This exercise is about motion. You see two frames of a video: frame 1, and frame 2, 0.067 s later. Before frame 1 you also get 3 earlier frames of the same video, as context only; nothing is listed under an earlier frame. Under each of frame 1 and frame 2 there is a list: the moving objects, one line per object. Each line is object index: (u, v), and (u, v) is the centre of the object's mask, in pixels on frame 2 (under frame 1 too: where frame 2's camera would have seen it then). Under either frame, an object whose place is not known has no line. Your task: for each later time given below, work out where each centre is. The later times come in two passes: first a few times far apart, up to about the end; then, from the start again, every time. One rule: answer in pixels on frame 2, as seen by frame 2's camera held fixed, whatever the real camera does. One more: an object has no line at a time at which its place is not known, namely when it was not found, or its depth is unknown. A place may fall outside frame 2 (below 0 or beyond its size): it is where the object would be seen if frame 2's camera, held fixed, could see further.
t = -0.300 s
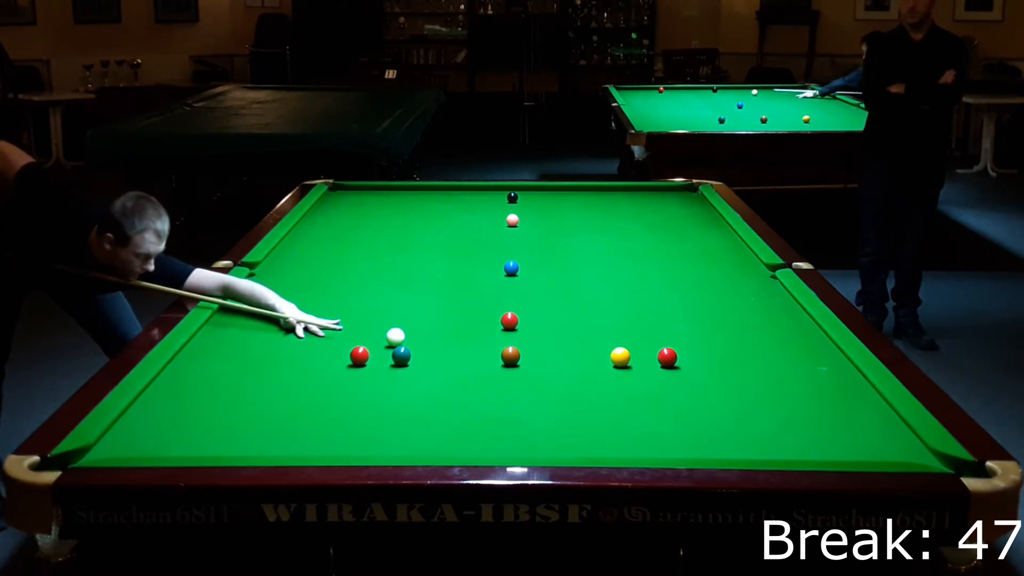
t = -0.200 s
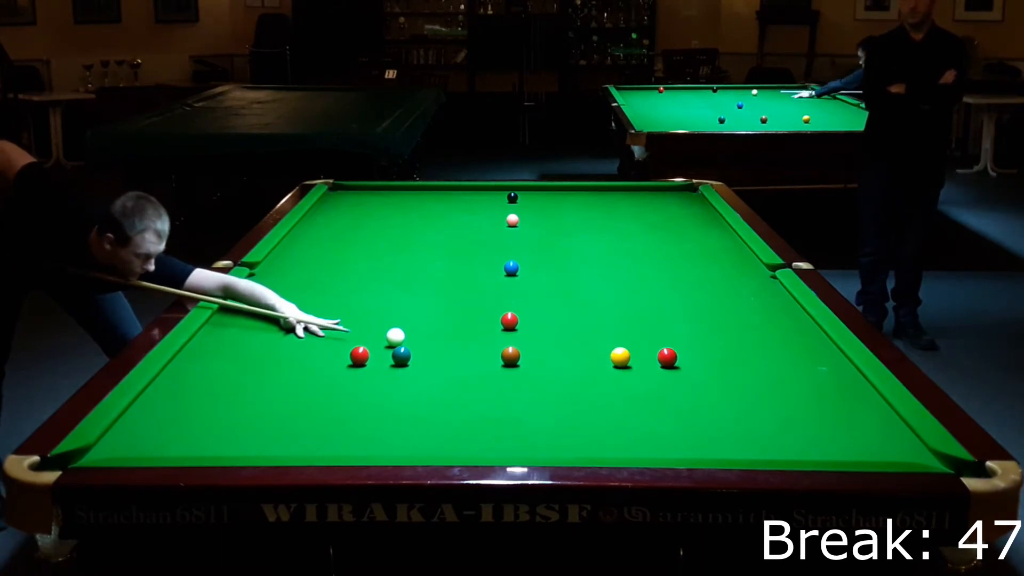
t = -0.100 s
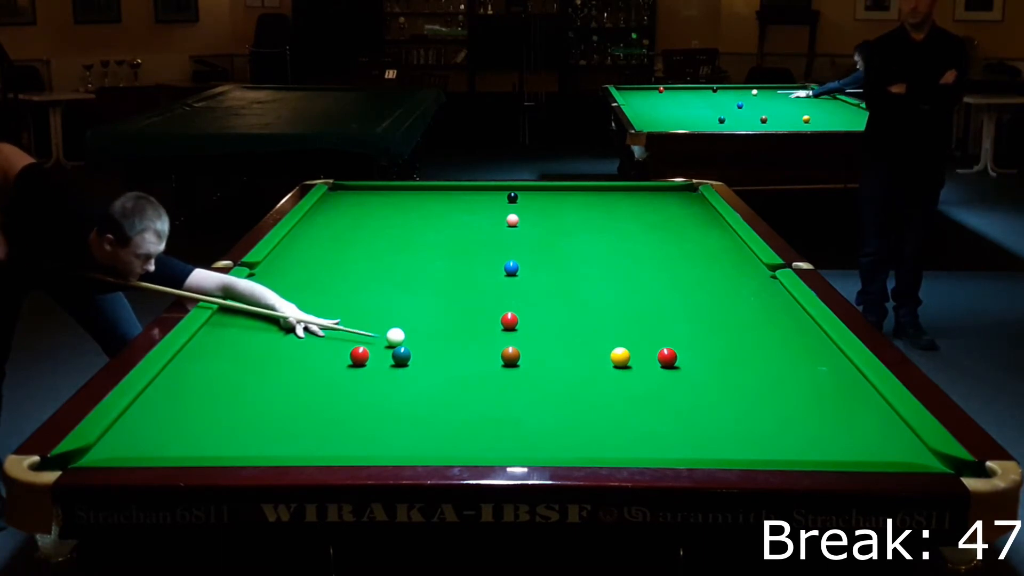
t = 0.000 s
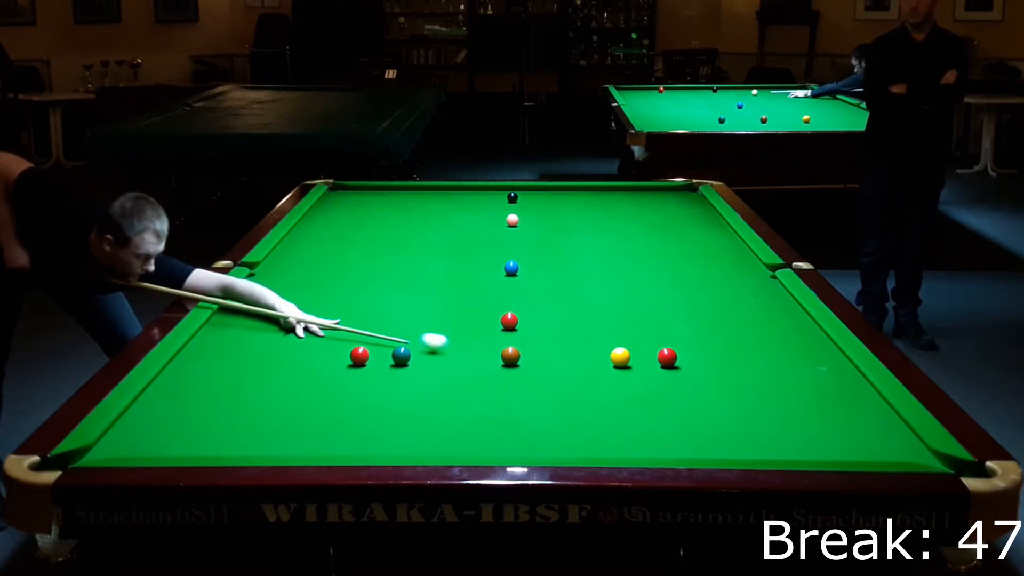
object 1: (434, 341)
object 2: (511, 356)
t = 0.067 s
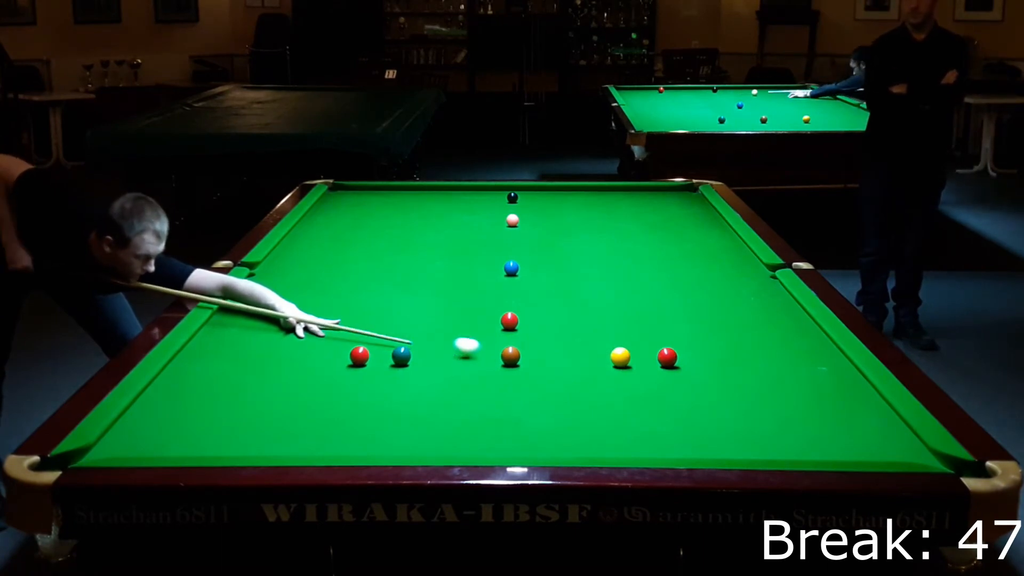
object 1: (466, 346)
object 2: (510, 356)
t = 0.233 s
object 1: (503, 350)
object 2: (542, 363)
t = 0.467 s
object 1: (519, 348)
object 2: (603, 378)
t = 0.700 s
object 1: (532, 346)
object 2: (665, 393)
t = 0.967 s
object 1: (545, 344)
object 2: (739, 411)
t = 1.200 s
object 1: (555, 343)
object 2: (808, 427)
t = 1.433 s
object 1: (563, 341)
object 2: (879, 444)
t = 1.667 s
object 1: (570, 341)
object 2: (933, 458)
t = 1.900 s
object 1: (574, 340)
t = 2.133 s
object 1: (578, 340)
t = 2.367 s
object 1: (580, 340)
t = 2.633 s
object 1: (580, 340)
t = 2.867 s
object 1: (579, 340)
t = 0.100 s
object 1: (482, 349)
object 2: (510, 356)
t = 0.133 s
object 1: (494, 351)
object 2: (511, 356)
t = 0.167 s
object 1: (498, 351)
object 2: (522, 358)
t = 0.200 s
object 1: (501, 351)
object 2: (532, 361)
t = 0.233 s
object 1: (503, 350)
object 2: (542, 363)
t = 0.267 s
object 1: (505, 350)
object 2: (551, 365)
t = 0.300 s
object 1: (508, 350)
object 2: (560, 367)
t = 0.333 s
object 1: (510, 349)
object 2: (569, 369)
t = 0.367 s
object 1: (512, 349)
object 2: (577, 371)
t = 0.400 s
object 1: (514, 349)
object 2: (586, 374)
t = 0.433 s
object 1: (517, 348)
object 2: (594, 376)
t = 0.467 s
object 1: (519, 348)
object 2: (603, 378)
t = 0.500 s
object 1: (521, 348)
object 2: (611, 380)
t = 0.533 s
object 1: (523, 347)
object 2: (620, 382)
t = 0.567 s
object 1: (525, 347)
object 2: (629, 384)
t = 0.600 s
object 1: (527, 347)
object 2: (638, 386)
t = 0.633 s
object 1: (529, 347)
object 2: (647, 388)
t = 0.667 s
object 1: (530, 346)
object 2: (656, 390)
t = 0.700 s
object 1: (532, 346)
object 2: (665, 393)
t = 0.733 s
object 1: (534, 346)
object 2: (674, 395)
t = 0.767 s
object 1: (536, 345)
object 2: (683, 397)
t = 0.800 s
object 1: (537, 345)
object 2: (692, 399)
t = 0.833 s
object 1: (539, 345)
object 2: (701, 402)
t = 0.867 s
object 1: (541, 345)
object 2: (711, 404)
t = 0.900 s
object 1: (542, 344)
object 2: (720, 406)
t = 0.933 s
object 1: (544, 344)
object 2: (730, 408)
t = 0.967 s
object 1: (545, 344)
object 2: (739, 411)
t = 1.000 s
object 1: (547, 344)
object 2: (749, 413)
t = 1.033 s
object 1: (548, 344)
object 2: (758, 415)
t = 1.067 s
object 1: (550, 343)
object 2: (768, 418)
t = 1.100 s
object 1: (551, 343)
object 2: (778, 420)
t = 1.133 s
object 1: (552, 343)
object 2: (788, 423)
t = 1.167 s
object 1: (554, 343)
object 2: (797, 424)
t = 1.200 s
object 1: (555, 343)
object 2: (808, 427)
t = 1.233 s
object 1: (556, 342)
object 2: (817, 429)
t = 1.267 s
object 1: (557, 342)
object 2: (828, 431)
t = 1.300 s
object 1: (559, 342)
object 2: (838, 434)
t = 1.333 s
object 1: (560, 342)
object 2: (848, 437)
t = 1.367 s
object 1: (561, 342)
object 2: (858, 439)
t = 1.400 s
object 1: (562, 341)
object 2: (869, 442)
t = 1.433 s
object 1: (563, 341)
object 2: (879, 444)
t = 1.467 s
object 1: (564, 341)
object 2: (889, 446)
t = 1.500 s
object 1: (565, 341)
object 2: (900, 448)
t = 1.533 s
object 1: (566, 341)
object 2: (910, 450)
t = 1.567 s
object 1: (567, 341)
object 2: (920, 453)
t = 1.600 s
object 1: (568, 341)
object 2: (929, 455)
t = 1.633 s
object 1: (569, 341)
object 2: (931, 457)
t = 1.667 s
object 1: (570, 341)
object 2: (933, 458)
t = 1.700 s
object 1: (570, 341)
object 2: (936, 460)
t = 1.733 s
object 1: (571, 341)
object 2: (938, 462)
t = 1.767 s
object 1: (572, 340)
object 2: (944, 465)
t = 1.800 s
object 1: (573, 340)
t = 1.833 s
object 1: (573, 340)
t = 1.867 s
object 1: (574, 340)
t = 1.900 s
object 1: (574, 340)
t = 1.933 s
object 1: (575, 340)
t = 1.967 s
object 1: (576, 340)
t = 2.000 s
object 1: (576, 340)
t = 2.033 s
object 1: (577, 340)
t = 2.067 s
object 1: (577, 340)
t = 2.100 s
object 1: (578, 340)
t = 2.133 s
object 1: (578, 340)
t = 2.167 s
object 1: (578, 340)
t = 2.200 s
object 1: (579, 340)
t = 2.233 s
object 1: (579, 340)
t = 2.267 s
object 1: (579, 340)
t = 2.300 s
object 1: (579, 340)
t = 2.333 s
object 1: (579, 340)
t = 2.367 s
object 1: (580, 340)
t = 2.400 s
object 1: (580, 340)
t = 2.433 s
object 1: (580, 340)
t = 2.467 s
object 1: (580, 340)
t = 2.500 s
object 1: (580, 340)
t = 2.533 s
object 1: (580, 340)
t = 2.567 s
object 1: (580, 340)
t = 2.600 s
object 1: (580, 340)
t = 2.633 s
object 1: (580, 340)
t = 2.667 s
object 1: (580, 340)
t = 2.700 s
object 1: (580, 340)
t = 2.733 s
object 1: (580, 340)
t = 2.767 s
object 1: (580, 340)
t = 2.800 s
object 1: (580, 340)
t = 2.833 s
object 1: (580, 340)
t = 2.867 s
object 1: (579, 340)
